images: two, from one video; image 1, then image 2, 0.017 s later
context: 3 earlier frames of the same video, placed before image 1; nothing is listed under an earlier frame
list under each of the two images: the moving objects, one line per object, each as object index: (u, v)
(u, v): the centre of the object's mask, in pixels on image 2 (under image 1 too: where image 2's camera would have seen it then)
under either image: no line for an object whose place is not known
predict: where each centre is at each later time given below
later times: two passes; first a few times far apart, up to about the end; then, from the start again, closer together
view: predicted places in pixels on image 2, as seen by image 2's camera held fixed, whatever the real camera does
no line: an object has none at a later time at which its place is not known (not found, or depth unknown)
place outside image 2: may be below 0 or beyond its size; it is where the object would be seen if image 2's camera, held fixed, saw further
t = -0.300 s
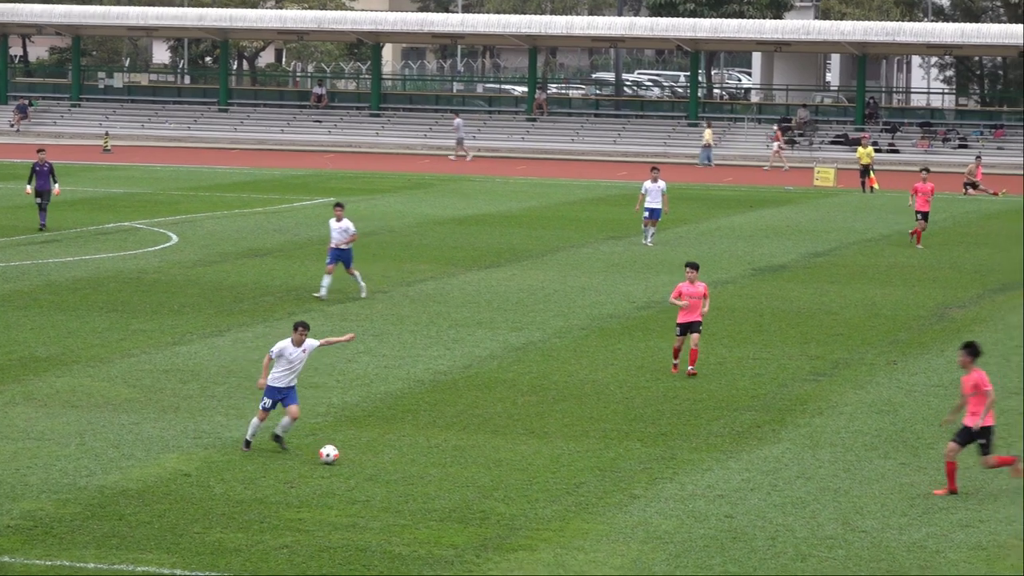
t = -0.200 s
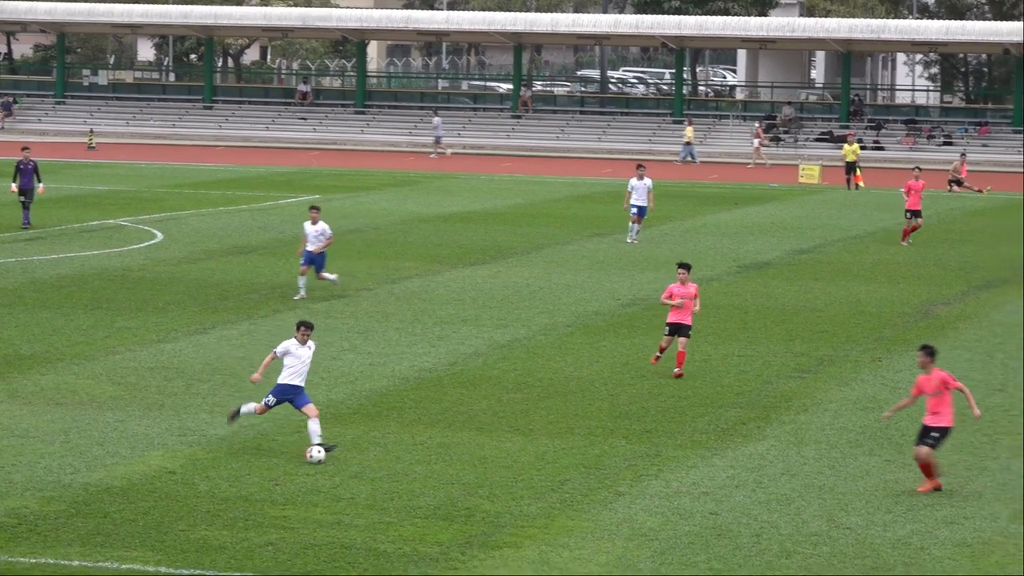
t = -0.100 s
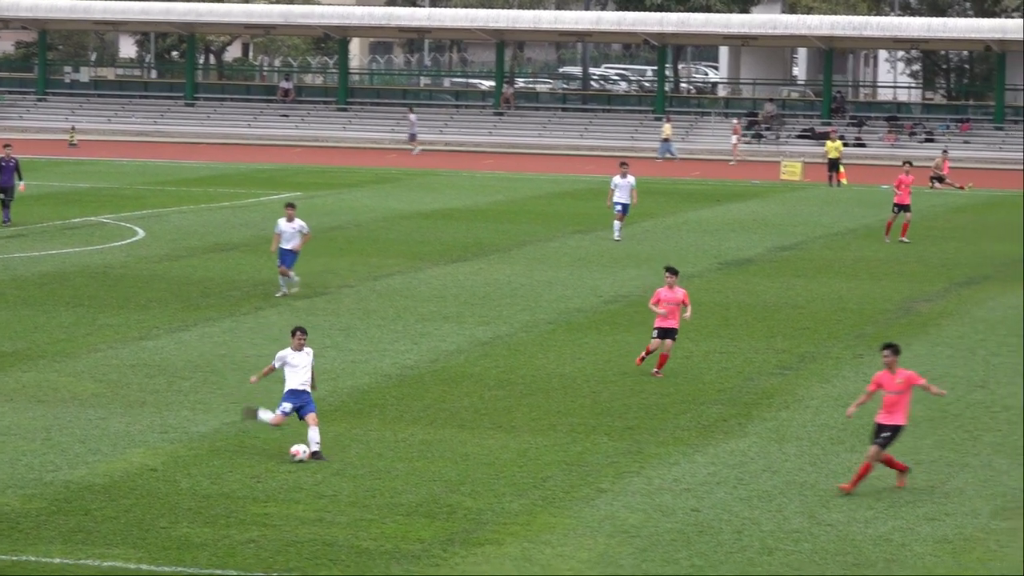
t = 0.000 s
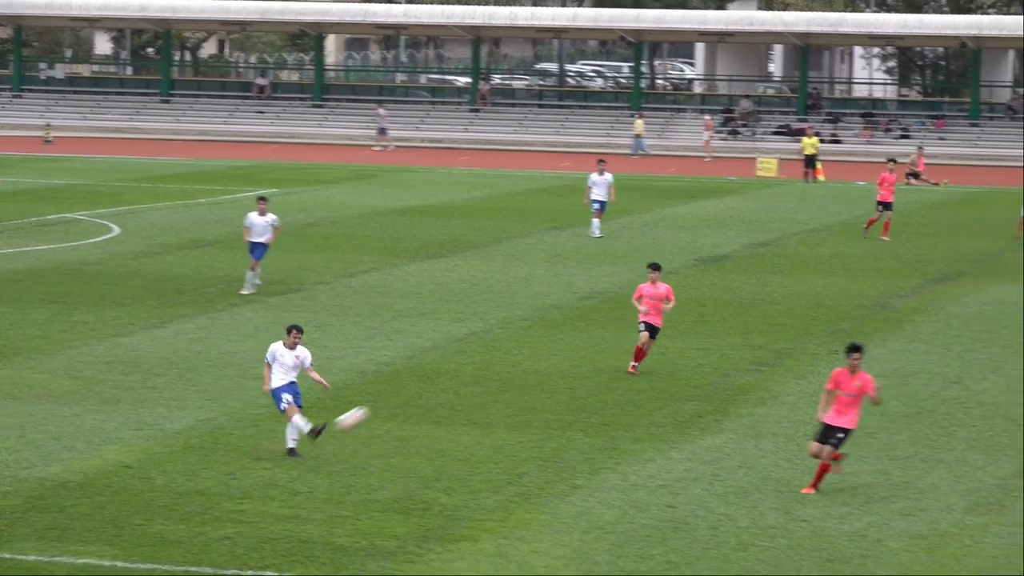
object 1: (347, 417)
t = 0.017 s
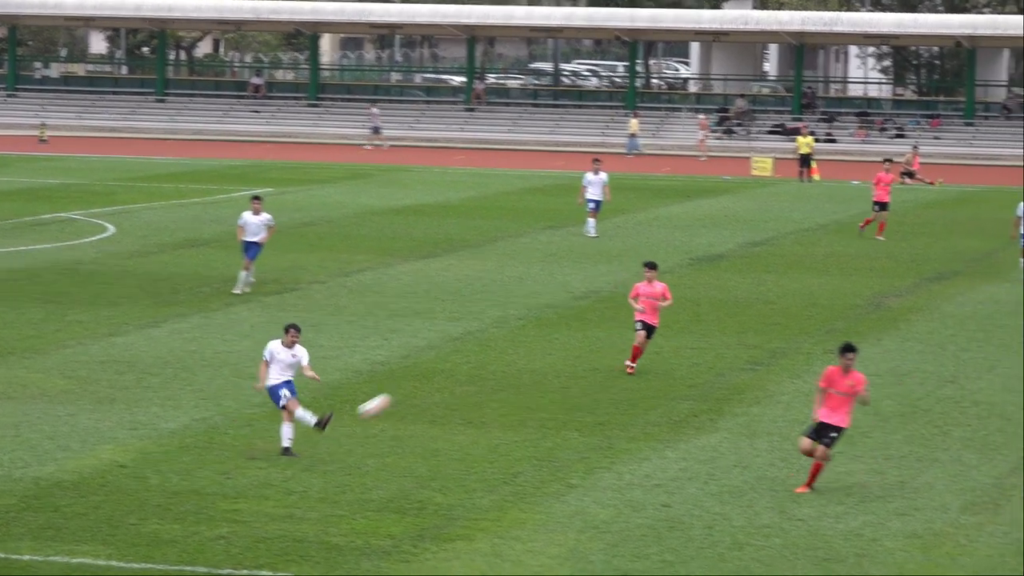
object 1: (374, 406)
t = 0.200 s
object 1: (683, 283)
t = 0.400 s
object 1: (1010, 147)
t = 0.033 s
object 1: (403, 394)
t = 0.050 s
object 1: (432, 383)
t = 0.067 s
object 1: (459, 372)
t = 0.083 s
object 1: (488, 361)
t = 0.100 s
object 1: (516, 349)
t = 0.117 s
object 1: (545, 338)
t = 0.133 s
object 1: (572, 328)
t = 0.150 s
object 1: (600, 316)
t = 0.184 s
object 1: (654, 294)
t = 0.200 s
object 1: (683, 283)
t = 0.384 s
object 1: (981, 158)
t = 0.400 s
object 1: (1010, 147)
